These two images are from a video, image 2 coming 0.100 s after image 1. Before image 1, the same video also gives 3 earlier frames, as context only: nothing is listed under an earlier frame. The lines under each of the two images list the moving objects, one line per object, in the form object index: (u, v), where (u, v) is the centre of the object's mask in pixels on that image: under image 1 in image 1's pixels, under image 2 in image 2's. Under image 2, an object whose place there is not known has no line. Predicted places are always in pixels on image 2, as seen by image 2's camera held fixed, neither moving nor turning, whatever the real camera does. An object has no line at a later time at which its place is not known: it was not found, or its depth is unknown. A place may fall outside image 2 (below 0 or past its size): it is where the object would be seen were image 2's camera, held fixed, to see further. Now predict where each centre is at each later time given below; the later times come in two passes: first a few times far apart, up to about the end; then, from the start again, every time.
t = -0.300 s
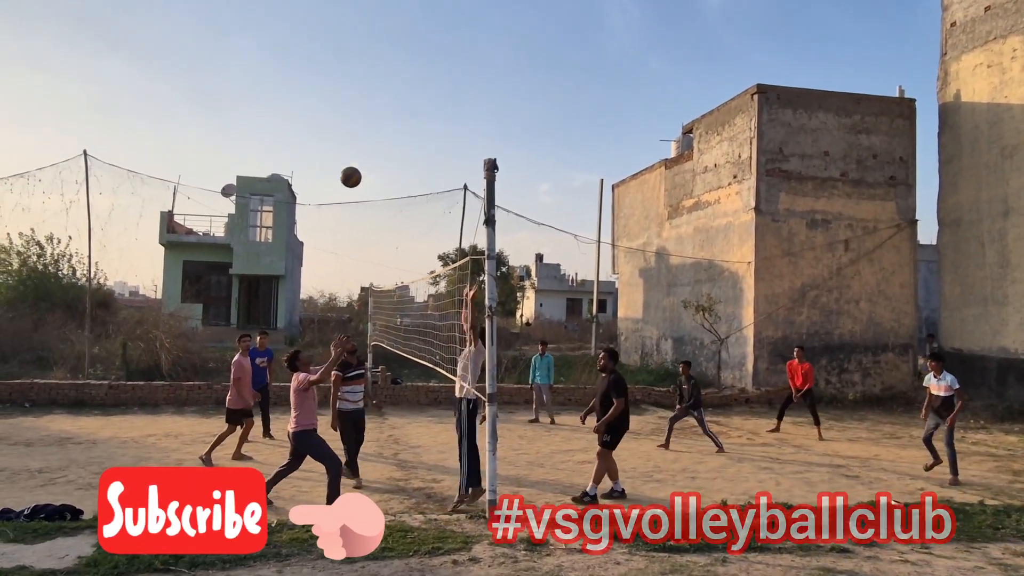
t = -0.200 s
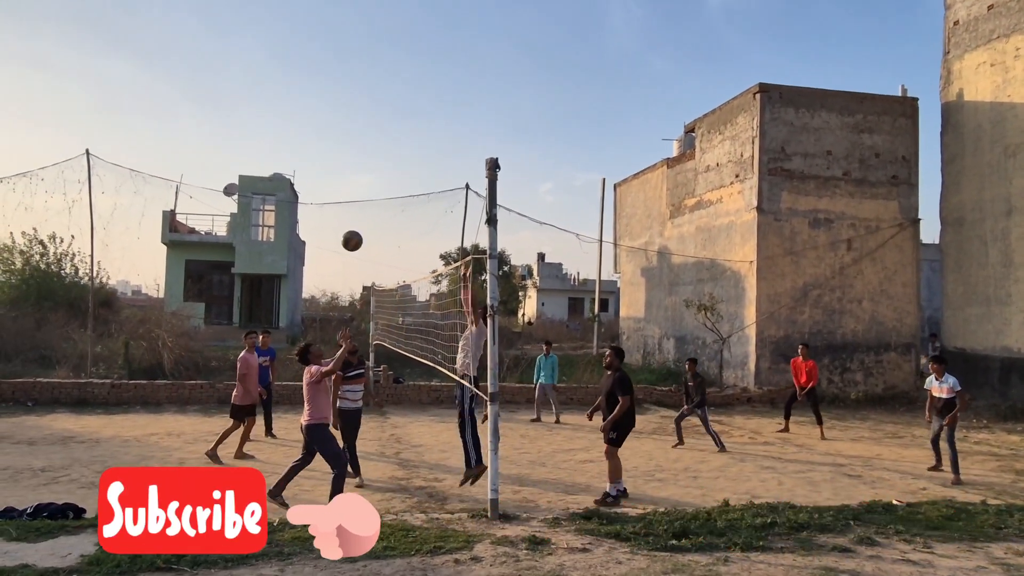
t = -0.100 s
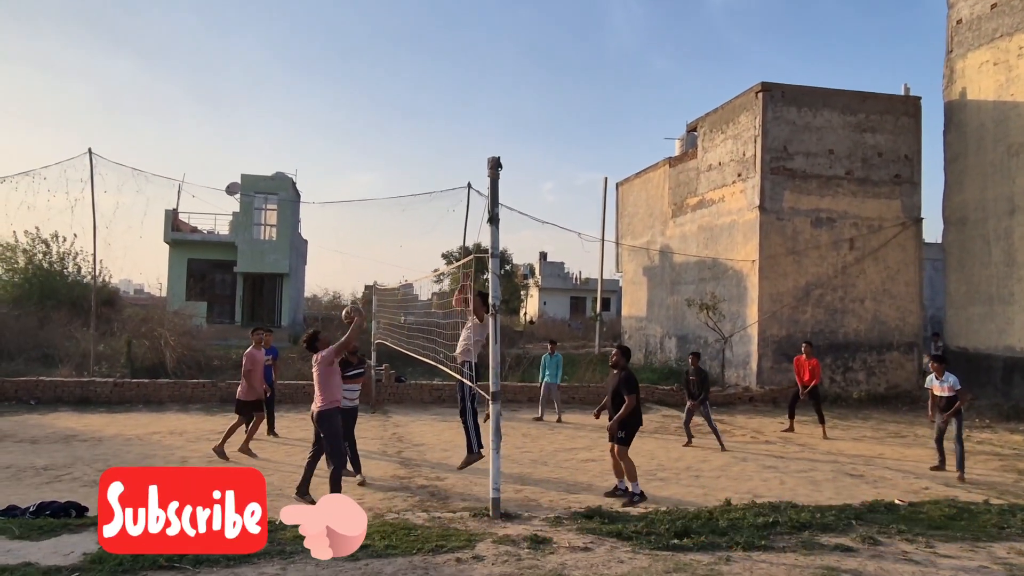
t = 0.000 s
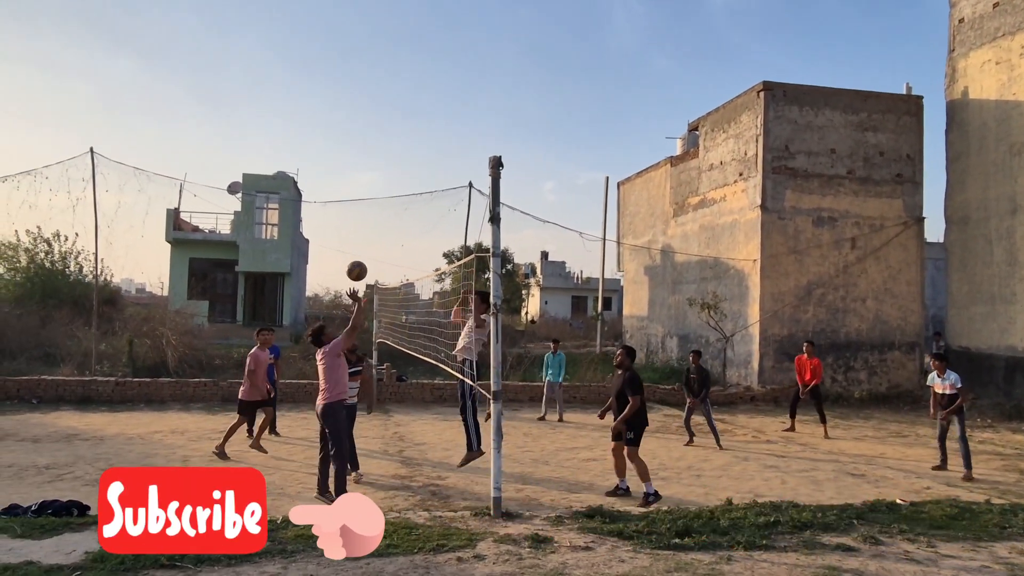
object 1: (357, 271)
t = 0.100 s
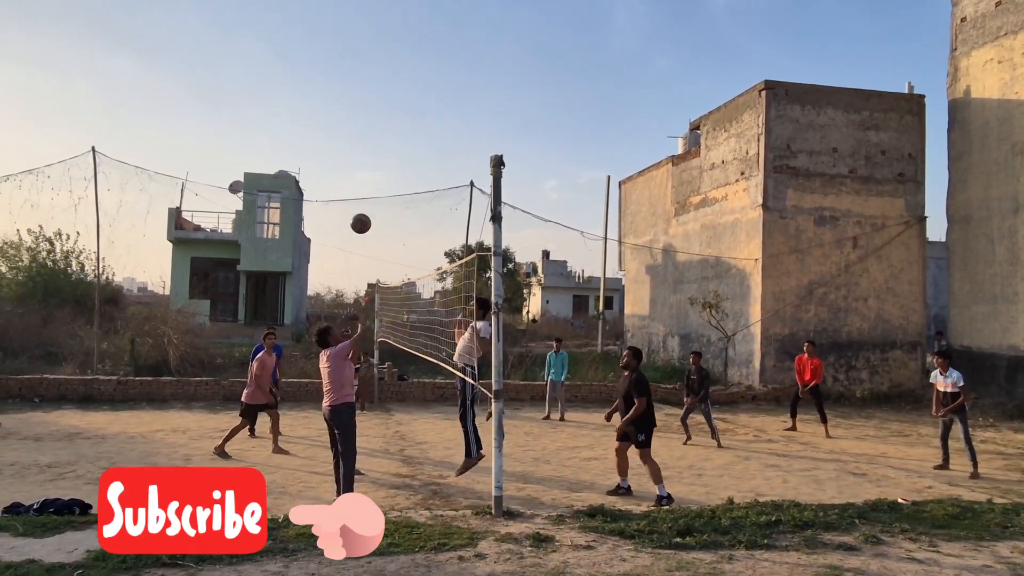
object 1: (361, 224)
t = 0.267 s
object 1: (363, 171)
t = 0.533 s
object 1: (365, 143)
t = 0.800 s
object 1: (363, 178)
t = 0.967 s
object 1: (360, 228)
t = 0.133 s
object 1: (361, 211)
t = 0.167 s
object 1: (362, 199)
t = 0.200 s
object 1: (363, 188)
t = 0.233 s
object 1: (363, 179)
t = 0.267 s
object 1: (363, 171)
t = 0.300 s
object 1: (364, 163)
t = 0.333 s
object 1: (364, 157)
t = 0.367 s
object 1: (364, 153)
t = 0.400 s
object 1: (364, 149)
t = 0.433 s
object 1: (365, 146)
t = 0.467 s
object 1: (365, 144)
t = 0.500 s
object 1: (365, 143)
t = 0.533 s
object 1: (365, 143)
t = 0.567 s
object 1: (364, 145)
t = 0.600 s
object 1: (364, 148)
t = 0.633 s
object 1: (364, 149)
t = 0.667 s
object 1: (364, 153)
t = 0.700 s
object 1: (363, 158)
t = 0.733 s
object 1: (363, 164)
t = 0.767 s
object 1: (363, 170)
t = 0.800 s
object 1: (363, 178)
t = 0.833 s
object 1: (362, 186)
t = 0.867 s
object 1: (362, 195)
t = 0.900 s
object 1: (361, 206)
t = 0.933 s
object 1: (361, 217)
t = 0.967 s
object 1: (360, 228)
